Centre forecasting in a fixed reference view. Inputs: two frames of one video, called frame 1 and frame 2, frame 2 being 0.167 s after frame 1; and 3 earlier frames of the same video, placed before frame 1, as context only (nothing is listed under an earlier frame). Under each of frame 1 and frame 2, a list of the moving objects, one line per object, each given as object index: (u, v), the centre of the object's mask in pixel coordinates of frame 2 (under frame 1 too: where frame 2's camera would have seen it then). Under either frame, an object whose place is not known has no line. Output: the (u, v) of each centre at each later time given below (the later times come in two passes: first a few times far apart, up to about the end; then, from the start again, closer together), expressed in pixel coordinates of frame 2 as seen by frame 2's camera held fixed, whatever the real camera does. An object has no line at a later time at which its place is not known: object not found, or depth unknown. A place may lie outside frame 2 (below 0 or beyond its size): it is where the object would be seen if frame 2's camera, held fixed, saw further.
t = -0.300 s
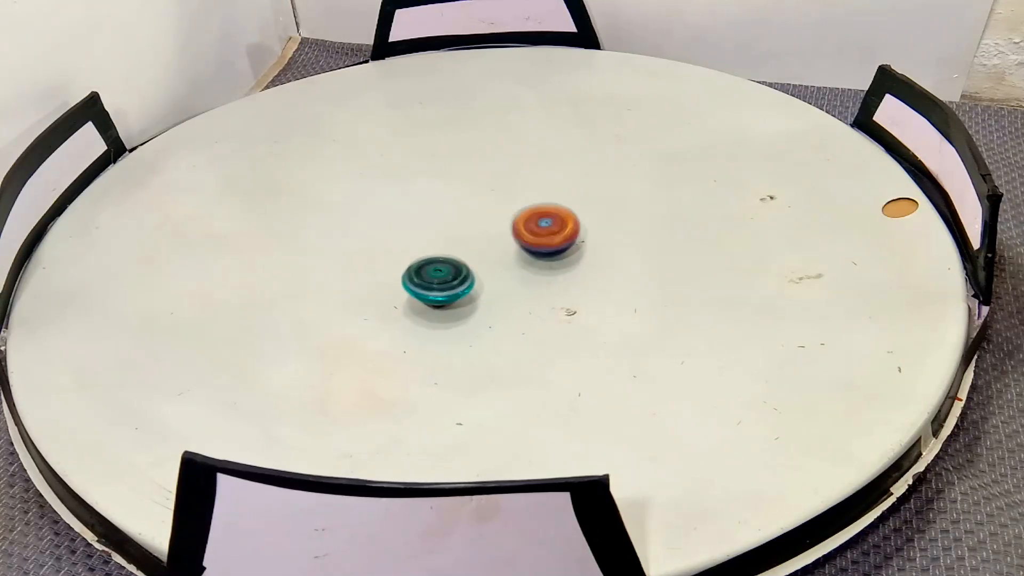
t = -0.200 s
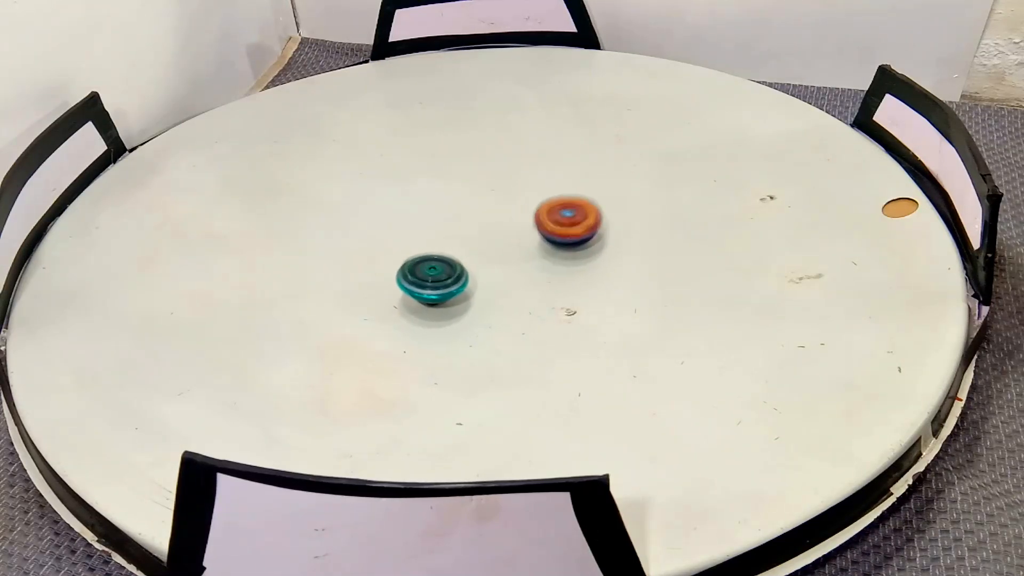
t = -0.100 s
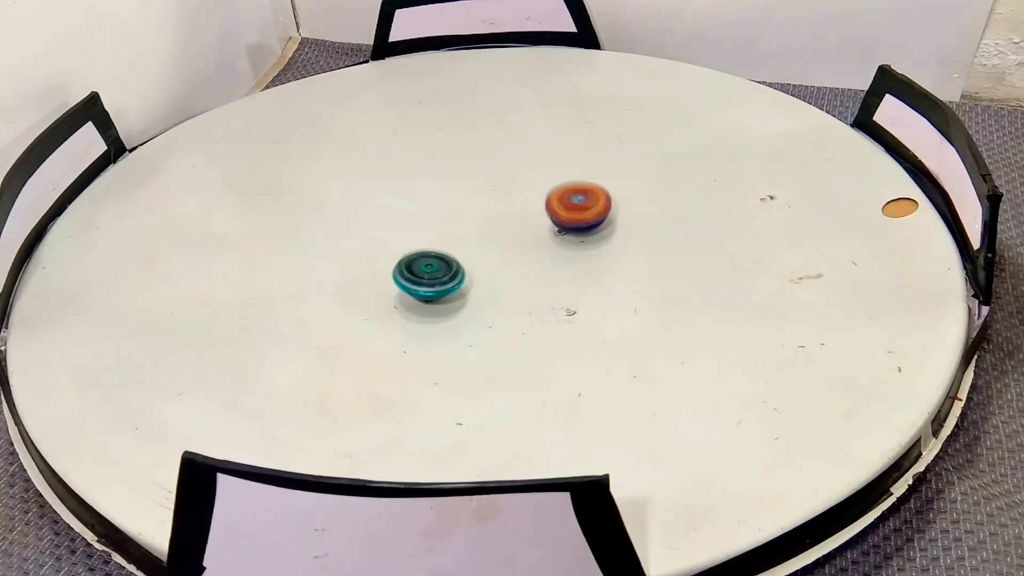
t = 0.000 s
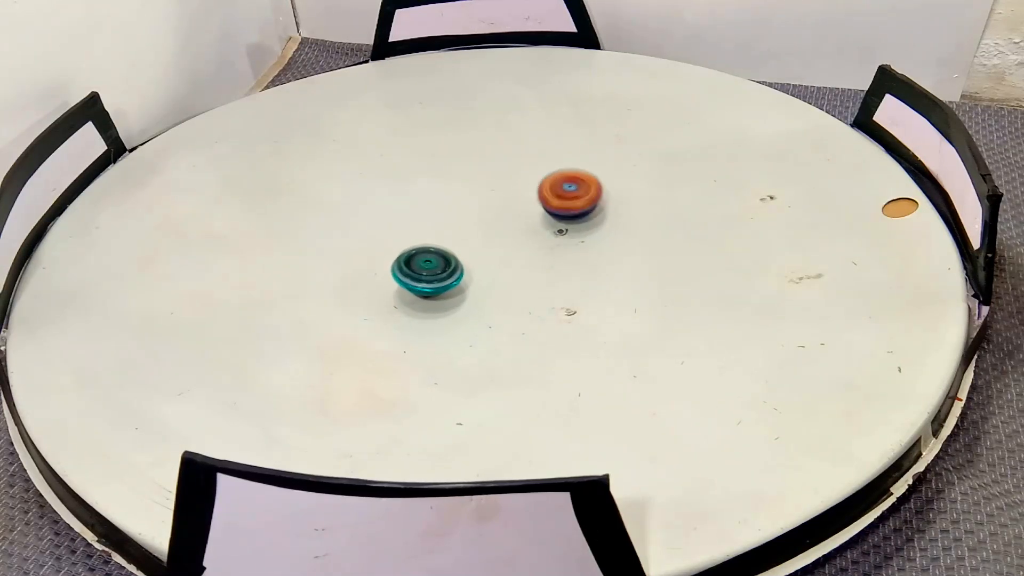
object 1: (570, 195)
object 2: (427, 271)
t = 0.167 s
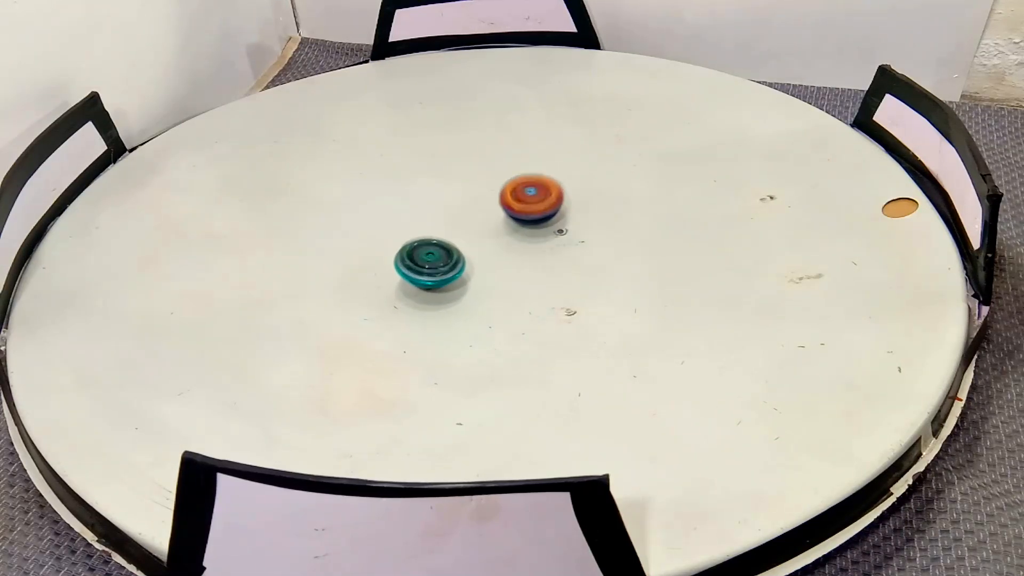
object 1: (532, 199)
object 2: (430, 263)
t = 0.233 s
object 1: (521, 208)
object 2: (432, 260)
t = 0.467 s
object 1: (557, 246)
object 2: (393, 242)
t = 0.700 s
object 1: (679, 252)
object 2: (336, 228)
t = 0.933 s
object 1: (749, 228)
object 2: (327, 219)
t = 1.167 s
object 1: (681, 218)
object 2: (344, 215)
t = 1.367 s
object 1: (581, 244)
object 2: (373, 218)
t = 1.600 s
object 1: (470, 284)
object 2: (410, 231)
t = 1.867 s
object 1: (352, 330)
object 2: (455, 257)
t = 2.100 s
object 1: (306, 361)
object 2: (490, 283)
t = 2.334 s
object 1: (353, 343)
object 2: (508, 309)
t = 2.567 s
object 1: (408, 281)
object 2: (512, 329)
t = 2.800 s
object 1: (432, 217)
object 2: (502, 336)
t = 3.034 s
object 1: (439, 163)
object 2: (487, 326)
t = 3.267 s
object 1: (429, 142)
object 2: (478, 304)
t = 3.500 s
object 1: (438, 170)
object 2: (484, 278)
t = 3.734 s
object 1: (493, 209)
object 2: (506, 257)
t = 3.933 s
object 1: (548, 196)
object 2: (533, 274)
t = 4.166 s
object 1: (568, 192)
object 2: (562, 284)
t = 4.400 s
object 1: (571, 214)
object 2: (579, 291)
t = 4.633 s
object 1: (574, 243)
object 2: (576, 292)
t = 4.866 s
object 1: (584, 223)
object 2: (534, 302)
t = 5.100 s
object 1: (539, 214)
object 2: (505, 290)
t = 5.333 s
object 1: (499, 222)
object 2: (479, 276)
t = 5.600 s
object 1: (489, 195)
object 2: (471, 258)
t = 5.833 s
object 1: (482, 191)
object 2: (486, 242)
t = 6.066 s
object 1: (478, 195)
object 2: (512, 248)
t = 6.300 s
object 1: (478, 205)
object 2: (532, 265)
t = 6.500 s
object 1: (483, 225)
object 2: (532, 283)
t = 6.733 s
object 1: (491, 256)
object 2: (519, 299)
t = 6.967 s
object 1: (485, 230)
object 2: (497, 348)
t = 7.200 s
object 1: (480, 217)
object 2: (467, 342)
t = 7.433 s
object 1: (483, 214)
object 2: (446, 308)
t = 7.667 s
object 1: (487, 222)
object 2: (451, 264)
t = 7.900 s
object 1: (521, 220)
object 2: (462, 255)
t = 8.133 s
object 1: (557, 226)
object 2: (485, 257)
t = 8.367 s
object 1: (573, 229)
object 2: (500, 268)
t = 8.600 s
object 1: (555, 237)
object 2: (496, 280)
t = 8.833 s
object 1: (521, 242)
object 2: (467, 289)
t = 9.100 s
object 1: (516, 236)
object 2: (424, 285)
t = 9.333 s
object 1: (509, 233)
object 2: (418, 265)
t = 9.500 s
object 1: (502, 234)
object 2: (435, 252)
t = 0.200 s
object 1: (526, 203)
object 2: (431, 261)
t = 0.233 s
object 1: (521, 208)
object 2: (432, 260)
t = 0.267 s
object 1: (518, 213)
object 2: (434, 258)
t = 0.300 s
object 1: (515, 219)
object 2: (436, 256)
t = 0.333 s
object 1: (513, 224)
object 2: (438, 254)
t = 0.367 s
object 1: (511, 229)
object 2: (440, 253)
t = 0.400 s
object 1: (511, 234)
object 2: (442, 251)
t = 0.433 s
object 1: (536, 241)
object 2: (417, 247)
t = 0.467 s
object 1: (557, 246)
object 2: (393, 242)
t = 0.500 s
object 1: (577, 249)
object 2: (374, 239)
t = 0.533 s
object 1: (593, 251)
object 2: (360, 236)
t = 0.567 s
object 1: (610, 252)
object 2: (352, 234)
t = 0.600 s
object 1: (629, 253)
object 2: (347, 232)
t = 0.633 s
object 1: (645, 253)
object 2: (342, 231)
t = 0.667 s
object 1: (662, 253)
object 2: (339, 230)
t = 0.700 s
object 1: (679, 252)
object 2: (336, 228)
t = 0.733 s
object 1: (694, 250)
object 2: (333, 227)
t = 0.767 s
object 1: (708, 247)
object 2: (330, 225)
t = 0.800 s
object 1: (721, 244)
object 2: (328, 223)
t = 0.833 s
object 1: (733, 241)
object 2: (328, 222)
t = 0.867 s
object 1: (740, 237)
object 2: (327, 221)
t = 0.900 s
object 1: (746, 232)
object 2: (327, 220)
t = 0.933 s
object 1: (749, 228)
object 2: (327, 219)
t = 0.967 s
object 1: (746, 224)
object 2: (328, 217)
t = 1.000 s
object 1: (742, 221)
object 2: (330, 217)
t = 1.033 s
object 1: (735, 218)
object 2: (332, 216)
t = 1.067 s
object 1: (725, 217)
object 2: (334, 216)
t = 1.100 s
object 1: (712, 216)
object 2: (337, 215)
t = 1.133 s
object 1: (697, 216)
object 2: (340, 215)
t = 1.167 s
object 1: (681, 218)
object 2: (344, 215)
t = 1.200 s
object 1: (665, 221)
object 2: (348, 215)
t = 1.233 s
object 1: (647, 225)
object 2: (352, 215)
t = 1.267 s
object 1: (631, 228)
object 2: (357, 215)
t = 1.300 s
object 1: (615, 234)
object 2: (362, 216)
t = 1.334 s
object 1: (598, 239)
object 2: (367, 217)
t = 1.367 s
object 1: (581, 244)
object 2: (373, 218)
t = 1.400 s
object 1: (565, 250)
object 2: (378, 219)
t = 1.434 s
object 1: (549, 255)
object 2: (383, 220)
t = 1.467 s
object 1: (533, 261)
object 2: (389, 222)
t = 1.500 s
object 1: (518, 266)
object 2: (394, 224)
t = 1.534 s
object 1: (503, 273)
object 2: (399, 226)
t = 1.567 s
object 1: (486, 279)
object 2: (405, 228)
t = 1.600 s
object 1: (470, 284)
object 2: (410, 231)
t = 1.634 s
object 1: (456, 290)
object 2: (415, 233)
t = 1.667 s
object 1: (440, 296)
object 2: (421, 236)
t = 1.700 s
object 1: (424, 302)
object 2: (427, 239)
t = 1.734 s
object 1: (409, 307)
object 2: (433, 242)
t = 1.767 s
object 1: (395, 313)
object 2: (439, 246)
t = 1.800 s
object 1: (380, 319)
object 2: (444, 250)
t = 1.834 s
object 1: (365, 324)
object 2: (449, 253)
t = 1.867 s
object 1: (352, 330)
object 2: (455, 257)
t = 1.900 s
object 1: (340, 335)
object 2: (461, 261)
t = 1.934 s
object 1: (328, 342)
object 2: (467, 265)
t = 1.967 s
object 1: (320, 347)
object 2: (473, 269)
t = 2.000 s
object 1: (313, 351)
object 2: (478, 272)
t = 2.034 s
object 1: (309, 356)
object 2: (482, 276)
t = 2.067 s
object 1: (306, 359)
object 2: (486, 280)
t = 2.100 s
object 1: (306, 361)
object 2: (490, 283)
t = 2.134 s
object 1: (308, 361)
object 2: (493, 287)
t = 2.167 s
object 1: (312, 361)
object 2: (496, 291)
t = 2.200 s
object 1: (318, 360)
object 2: (499, 295)
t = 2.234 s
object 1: (325, 358)
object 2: (502, 299)
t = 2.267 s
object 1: (333, 355)
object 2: (504, 302)
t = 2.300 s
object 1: (343, 349)
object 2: (506, 306)
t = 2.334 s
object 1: (353, 343)
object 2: (508, 309)
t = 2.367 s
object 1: (364, 335)
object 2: (510, 313)
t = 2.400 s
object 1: (373, 327)
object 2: (511, 316)
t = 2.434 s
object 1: (381, 318)
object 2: (512, 319)
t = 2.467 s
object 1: (390, 309)
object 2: (513, 322)
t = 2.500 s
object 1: (396, 299)
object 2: (513, 324)
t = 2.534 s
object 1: (403, 290)
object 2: (513, 327)
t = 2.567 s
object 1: (408, 281)
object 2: (512, 329)
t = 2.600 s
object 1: (412, 271)
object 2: (512, 332)
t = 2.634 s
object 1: (416, 262)
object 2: (511, 333)
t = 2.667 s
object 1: (421, 252)
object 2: (509, 335)
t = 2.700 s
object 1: (424, 244)
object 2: (508, 336)
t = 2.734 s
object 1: (428, 235)
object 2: (506, 336)
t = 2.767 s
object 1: (430, 226)
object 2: (504, 336)
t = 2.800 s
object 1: (432, 217)
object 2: (502, 336)
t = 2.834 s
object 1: (434, 208)
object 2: (500, 336)
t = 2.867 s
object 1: (437, 200)
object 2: (498, 335)
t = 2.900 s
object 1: (438, 192)
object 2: (496, 334)
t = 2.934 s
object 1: (440, 184)
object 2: (493, 332)
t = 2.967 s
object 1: (440, 177)
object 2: (491, 330)
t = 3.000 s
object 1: (439, 170)
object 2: (489, 328)
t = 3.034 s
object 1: (439, 163)
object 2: (487, 326)
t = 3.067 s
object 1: (438, 157)
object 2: (485, 323)
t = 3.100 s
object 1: (437, 152)
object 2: (483, 320)
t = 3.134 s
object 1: (435, 148)
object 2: (482, 317)
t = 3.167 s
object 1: (433, 145)
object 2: (480, 314)
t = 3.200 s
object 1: (431, 143)
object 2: (479, 311)
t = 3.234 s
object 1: (430, 142)
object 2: (478, 307)
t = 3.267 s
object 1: (429, 142)
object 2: (478, 304)
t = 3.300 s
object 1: (428, 143)
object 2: (478, 300)
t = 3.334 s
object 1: (428, 145)
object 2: (478, 296)
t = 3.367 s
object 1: (429, 148)
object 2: (478, 292)
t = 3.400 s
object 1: (429, 152)
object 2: (479, 289)
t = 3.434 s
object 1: (431, 158)
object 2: (481, 285)
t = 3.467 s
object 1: (433, 163)
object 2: (482, 281)
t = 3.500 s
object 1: (438, 170)
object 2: (484, 278)
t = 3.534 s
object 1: (444, 176)
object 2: (486, 274)
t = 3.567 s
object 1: (451, 183)
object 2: (489, 270)
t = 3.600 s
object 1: (458, 189)
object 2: (492, 267)
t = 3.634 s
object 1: (466, 196)
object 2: (495, 263)
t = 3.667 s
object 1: (474, 203)
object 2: (498, 260)
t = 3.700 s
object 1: (483, 208)
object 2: (502, 257)
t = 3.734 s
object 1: (493, 209)
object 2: (506, 257)
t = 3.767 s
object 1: (502, 207)
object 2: (510, 264)
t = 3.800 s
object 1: (512, 205)
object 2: (514, 269)
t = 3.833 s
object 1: (522, 202)
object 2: (518, 271)
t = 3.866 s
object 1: (531, 200)
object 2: (522, 272)
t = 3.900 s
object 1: (540, 198)
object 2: (528, 273)
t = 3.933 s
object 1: (548, 196)
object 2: (533, 274)
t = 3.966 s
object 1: (554, 194)
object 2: (538, 275)
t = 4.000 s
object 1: (558, 192)
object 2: (542, 276)
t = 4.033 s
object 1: (562, 191)
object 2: (547, 278)
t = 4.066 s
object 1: (564, 191)
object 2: (551, 279)
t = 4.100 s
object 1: (566, 191)
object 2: (555, 281)
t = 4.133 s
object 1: (567, 191)
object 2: (558, 282)
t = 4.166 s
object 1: (568, 192)
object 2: (562, 284)
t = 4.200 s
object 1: (568, 194)
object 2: (565, 285)
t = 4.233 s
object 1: (569, 195)
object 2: (569, 286)
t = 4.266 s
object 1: (568, 198)
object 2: (572, 287)
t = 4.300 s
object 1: (568, 200)
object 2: (575, 288)
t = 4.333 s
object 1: (569, 204)
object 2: (577, 289)
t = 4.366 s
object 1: (570, 209)
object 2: (579, 291)
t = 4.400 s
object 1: (571, 214)
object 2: (579, 291)
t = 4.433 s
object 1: (573, 219)
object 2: (580, 292)
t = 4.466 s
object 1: (575, 222)
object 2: (580, 292)
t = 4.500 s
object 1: (576, 225)
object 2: (580, 293)
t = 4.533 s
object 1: (576, 230)
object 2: (579, 293)
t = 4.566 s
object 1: (576, 234)
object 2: (578, 293)
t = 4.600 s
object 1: (576, 239)
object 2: (577, 292)
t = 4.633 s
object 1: (574, 243)
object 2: (576, 292)
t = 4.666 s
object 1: (579, 245)
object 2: (567, 296)
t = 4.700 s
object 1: (584, 243)
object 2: (558, 300)
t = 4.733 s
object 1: (586, 240)
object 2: (551, 301)
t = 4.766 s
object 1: (587, 236)
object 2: (547, 302)
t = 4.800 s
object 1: (588, 232)
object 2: (543, 303)
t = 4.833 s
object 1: (587, 227)
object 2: (539, 303)
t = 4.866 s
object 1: (584, 223)
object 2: (534, 302)
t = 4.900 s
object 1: (581, 220)
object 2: (530, 302)
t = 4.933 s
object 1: (576, 217)
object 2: (525, 301)
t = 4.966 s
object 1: (571, 214)
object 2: (521, 299)
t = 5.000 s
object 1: (564, 212)
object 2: (517, 297)
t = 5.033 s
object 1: (556, 212)
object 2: (513, 295)
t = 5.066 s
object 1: (547, 213)
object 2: (509, 293)
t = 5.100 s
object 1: (539, 214)
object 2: (505, 290)
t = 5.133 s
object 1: (531, 216)
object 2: (502, 287)
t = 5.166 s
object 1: (523, 219)
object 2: (500, 283)
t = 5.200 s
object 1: (516, 222)
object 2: (497, 280)
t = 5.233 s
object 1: (508, 225)
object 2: (495, 276)
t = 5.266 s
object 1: (502, 227)
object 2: (492, 272)
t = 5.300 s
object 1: (500, 225)
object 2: (486, 274)
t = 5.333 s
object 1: (499, 222)
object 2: (479, 276)
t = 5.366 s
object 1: (498, 217)
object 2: (473, 276)
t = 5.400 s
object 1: (497, 212)
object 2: (470, 274)
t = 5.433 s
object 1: (495, 209)
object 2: (469, 271)
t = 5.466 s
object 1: (494, 206)
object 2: (468, 268)
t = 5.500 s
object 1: (493, 203)
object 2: (468, 266)
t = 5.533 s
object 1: (492, 199)
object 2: (469, 263)
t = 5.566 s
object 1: (490, 197)
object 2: (470, 261)
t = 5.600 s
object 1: (489, 195)
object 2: (471, 258)
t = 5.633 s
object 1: (487, 194)
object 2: (472, 255)
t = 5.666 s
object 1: (487, 193)
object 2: (473, 253)
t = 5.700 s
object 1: (486, 191)
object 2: (475, 251)
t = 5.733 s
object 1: (485, 190)
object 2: (478, 249)
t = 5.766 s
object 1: (484, 190)
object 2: (480, 246)
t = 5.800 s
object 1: (483, 190)
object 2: (483, 244)
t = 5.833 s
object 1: (482, 191)
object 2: (486, 242)
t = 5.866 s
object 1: (482, 190)
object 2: (490, 241)
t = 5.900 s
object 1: (481, 191)
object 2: (493, 240)
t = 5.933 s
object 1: (479, 193)
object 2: (496, 239)
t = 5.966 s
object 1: (478, 194)
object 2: (500, 238)
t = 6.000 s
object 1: (479, 195)
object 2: (504, 241)
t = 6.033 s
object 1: (479, 195)
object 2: (508, 245)
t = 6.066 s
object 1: (478, 195)
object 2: (512, 248)
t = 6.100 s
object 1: (478, 196)
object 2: (515, 250)
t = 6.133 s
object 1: (479, 196)
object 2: (519, 252)
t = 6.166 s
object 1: (478, 197)
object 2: (523, 255)
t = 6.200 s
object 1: (477, 198)
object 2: (526, 257)
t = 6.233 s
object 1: (477, 201)
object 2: (529, 259)
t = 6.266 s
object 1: (478, 202)
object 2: (531, 262)
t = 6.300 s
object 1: (478, 205)
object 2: (532, 265)
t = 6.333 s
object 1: (478, 208)
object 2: (532, 268)
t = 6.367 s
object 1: (479, 210)
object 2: (533, 271)
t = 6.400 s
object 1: (480, 213)
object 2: (533, 274)
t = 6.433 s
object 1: (480, 218)
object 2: (534, 277)
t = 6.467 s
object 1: (481, 222)
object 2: (533, 280)
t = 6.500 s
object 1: (483, 225)
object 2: (532, 283)
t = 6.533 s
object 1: (483, 230)
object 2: (531, 286)
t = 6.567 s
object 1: (485, 235)
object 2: (530, 289)
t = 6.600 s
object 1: (486, 239)
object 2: (528, 291)
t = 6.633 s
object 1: (487, 244)
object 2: (526, 294)
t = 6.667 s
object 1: (487, 249)
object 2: (524, 295)
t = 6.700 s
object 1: (489, 253)
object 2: (522, 297)
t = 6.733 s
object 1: (491, 256)
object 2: (519, 299)
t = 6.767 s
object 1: (491, 253)
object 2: (519, 312)
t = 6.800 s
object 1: (492, 248)
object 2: (516, 325)
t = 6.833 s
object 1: (490, 243)
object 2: (514, 333)
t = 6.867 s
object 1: (489, 240)
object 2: (511, 340)
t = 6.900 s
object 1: (488, 235)
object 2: (507, 344)
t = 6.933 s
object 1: (485, 232)
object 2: (502, 346)
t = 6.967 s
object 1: (485, 230)
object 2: (497, 348)
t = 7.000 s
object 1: (484, 227)
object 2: (492, 349)
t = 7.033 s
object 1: (482, 225)
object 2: (488, 349)
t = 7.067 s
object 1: (482, 223)
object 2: (483, 349)
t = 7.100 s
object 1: (481, 220)
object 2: (479, 348)
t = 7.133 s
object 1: (480, 220)
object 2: (475, 347)
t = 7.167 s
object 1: (481, 218)
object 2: (471, 345)
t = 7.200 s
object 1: (480, 217)
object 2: (467, 342)
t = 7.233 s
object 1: (480, 216)
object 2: (464, 339)
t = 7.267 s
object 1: (481, 214)
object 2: (460, 335)
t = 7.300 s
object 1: (481, 214)
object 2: (456, 330)
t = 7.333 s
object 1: (482, 214)
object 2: (453, 325)
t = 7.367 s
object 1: (481, 213)
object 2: (450, 320)
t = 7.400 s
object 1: (482, 214)
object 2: (448, 314)
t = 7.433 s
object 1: (483, 214)
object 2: (446, 308)
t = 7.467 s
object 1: (483, 215)
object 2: (445, 302)
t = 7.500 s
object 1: (484, 215)
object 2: (445, 296)
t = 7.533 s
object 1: (483, 216)
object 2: (444, 289)
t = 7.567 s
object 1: (484, 218)
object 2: (445, 282)
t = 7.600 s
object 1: (485, 219)
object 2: (447, 276)
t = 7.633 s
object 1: (485, 221)
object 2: (449, 269)
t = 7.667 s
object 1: (487, 222)
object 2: (451, 264)
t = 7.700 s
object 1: (491, 221)
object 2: (449, 262)
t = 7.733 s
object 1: (496, 221)
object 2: (448, 260)
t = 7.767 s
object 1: (500, 220)
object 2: (451, 258)
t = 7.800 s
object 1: (505, 220)
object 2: (454, 257)
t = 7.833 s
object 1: (510, 219)
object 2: (456, 256)
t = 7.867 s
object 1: (515, 220)
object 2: (459, 256)
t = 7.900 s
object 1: (521, 220)
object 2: (462, 255)
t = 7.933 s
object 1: (525, 221)
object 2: (465, 254)
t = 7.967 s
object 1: (531, 222)
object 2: (468, 254)
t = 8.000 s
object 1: (535, 223)
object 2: (472, 254)
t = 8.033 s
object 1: (542, 224)
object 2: (475, 254)
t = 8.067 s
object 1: (546, 225)
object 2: (479, 255)
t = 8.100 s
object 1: (553, 226)
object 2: (482, 256)
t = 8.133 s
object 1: (557, 226)
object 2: (485, 257)
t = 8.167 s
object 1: (562, 227)
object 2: (489, 258)
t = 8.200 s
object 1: (567, 227)
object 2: (491, 259)
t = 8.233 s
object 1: (569, 228)
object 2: (494, 261)
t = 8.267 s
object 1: (572, 227)
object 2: (496, 262)
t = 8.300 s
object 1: (573, 228)
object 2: (498, 264)
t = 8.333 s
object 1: (575, 229)
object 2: (499, 266)
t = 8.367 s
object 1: (573, 229)
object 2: (500, 268)
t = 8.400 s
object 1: (573, 230)
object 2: (501, 269)
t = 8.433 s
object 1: (571, 231)
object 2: (501, 272)
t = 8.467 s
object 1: (570, 232)
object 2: (501, 273)
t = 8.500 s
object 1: (566, 233)
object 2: (500, 275)
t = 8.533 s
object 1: (564, 234)
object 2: (500, 277)
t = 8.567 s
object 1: (559, 235)
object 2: (498, 279)
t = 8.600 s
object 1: (555, 237)
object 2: (496, 280)
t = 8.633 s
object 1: (550, 238)
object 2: (495, 281)
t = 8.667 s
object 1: (545, 240)
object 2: (493, 282)
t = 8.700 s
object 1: (538, 242)
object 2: (490, 282)
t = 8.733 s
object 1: (533, 243)
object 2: (488, 283)
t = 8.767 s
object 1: (526, 244)
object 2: (485, 283)
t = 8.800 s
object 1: (523, 244)
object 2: (478, 284)
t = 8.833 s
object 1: (521, 242)
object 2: (467, 289)
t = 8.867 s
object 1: (520, 242)
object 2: (457, 291)
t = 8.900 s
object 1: (519, 240)
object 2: (450, 291)
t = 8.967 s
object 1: (520, 240)
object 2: (443, 291)
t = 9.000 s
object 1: (517, 240)
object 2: (436, 290)
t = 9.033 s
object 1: (518, 239)
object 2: (432, 289)
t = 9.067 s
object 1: (515, 238)
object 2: (427, 287)
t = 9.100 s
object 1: (516, 236)
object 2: (424, 285)
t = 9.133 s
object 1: (513, 237)
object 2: (420, 282)
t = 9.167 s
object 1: (513, 235)
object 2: (418, 280)
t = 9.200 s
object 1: (512, 235)
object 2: (417, 277)
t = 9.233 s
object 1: (510, 234)
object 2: (416, 273)
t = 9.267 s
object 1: (510, 234)
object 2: (416, 271)
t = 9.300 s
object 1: (507, 234)
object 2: (417, 268)
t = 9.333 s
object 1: (509, 233)
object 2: (418, 265)
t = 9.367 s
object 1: (506, 233)
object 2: (421, 262)
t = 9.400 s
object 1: (507, 233)
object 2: (423, 259)
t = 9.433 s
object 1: (504, 233)
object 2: (427, 257)
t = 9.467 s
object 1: (503, 233)
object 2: (430, 254)
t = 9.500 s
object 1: (502, 234)
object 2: (435, 252)
